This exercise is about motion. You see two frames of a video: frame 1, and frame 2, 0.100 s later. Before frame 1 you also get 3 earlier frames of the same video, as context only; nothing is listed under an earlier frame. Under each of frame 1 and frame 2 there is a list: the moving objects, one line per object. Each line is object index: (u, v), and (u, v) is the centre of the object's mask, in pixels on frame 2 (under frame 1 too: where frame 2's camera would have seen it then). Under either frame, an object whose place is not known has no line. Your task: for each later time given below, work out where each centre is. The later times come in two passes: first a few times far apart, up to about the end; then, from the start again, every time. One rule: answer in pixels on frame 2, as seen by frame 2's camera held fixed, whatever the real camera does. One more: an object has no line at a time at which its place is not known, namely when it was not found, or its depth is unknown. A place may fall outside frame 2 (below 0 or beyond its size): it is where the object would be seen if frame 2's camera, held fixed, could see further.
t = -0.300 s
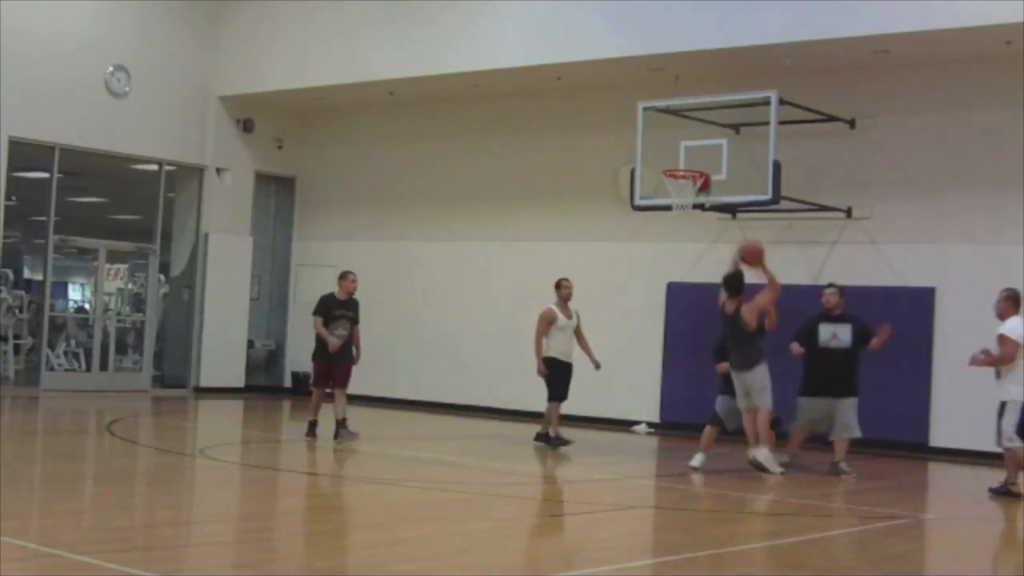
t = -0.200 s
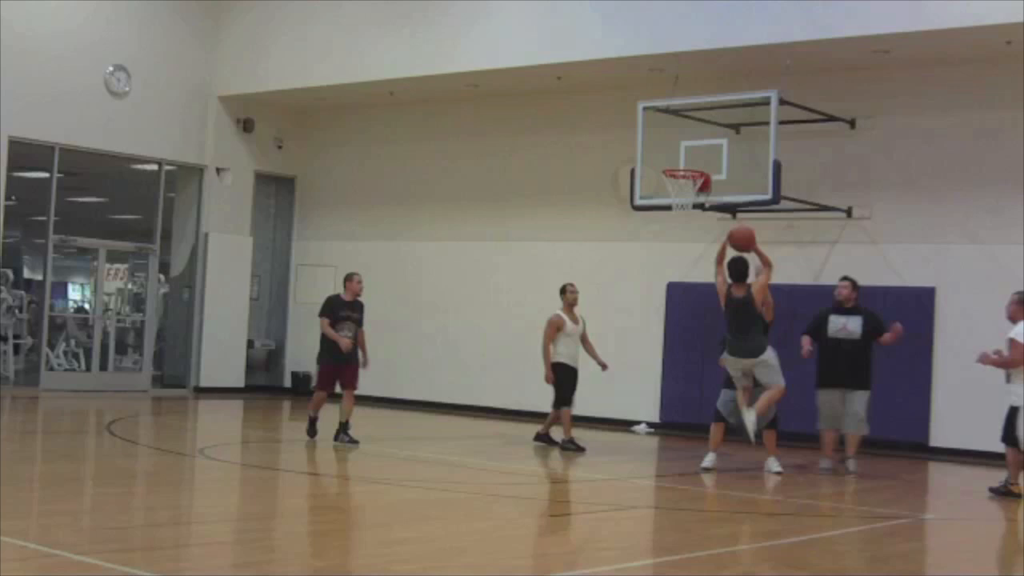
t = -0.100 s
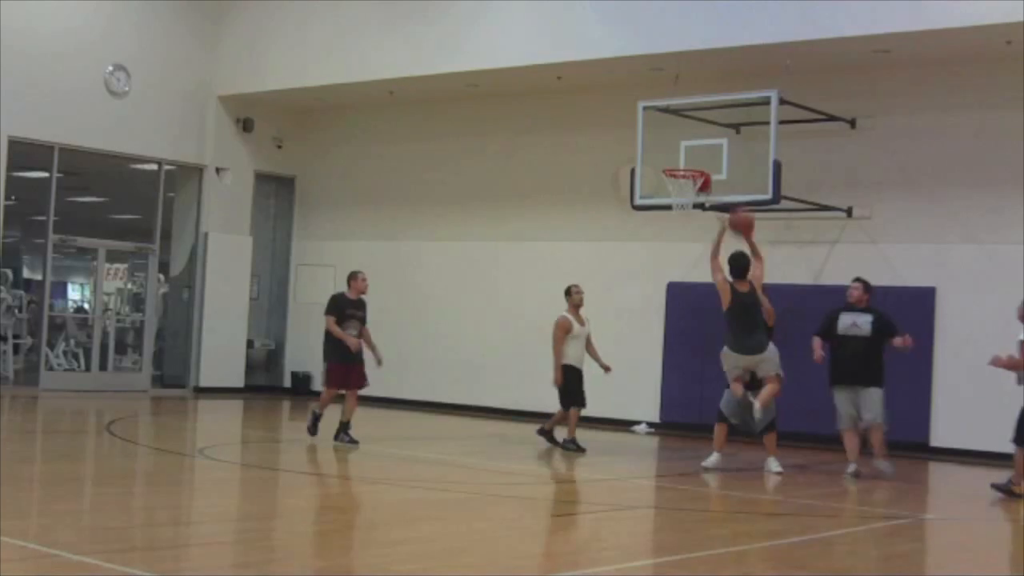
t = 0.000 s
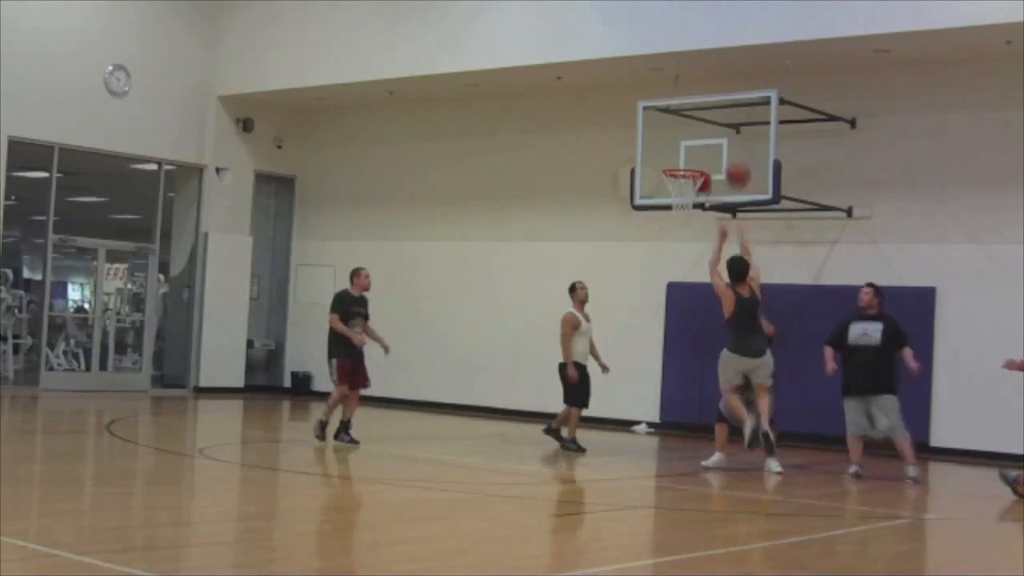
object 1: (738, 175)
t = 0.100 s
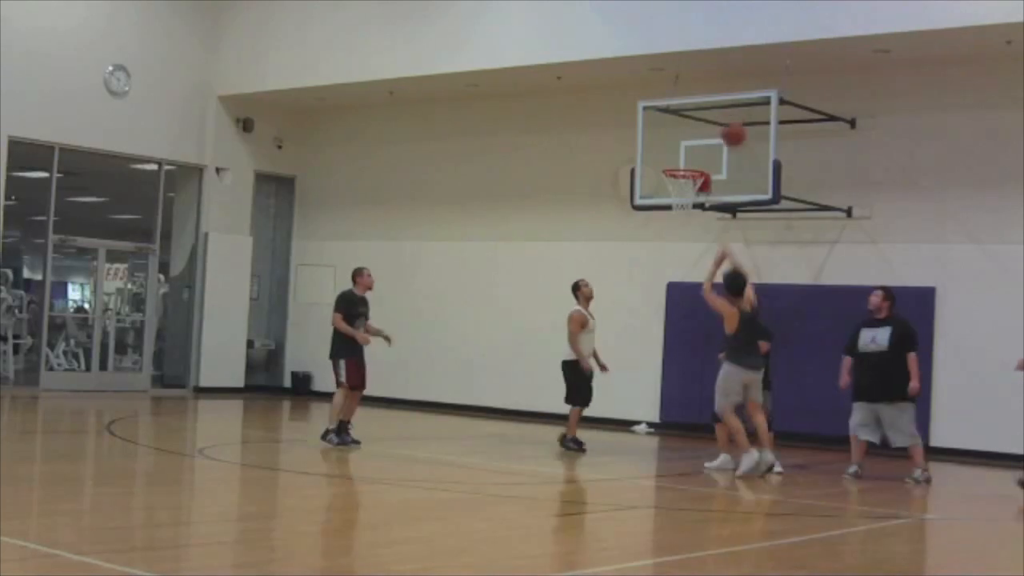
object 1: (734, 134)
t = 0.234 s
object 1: (728, 101)
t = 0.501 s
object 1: (714, 86)
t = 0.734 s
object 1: (701, 126)
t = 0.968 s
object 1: (708, 144)
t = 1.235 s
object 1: (738, 143)
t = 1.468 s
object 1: (761, 197)
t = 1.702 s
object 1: (783, 306)
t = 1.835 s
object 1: (795, 395)
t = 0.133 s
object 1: (732, 125)
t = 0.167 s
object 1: (731, 115)
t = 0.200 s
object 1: (729, 106)
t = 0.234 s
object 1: (728, 101)
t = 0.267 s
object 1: (726, 94)
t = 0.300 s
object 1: (725, 89)
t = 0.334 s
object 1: (723, 87)
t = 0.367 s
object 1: (721, 86)
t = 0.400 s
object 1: (720, 83)
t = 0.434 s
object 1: (718, 83)
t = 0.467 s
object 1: (716, 85)
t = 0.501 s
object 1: (714, 86)
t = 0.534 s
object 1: (713, 89)
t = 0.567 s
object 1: (711, 92)
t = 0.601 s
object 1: (709, 97)
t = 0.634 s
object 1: (707, 102)
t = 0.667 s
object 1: (706, 109)
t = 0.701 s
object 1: (703, 118)
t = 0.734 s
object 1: (701, 126)
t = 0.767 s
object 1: (700, 137)
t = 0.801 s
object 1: (697, 147)
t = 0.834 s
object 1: (695, 157)
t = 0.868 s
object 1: (696, 158)
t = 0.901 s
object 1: (700, 153)
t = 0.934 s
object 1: (704, 148)
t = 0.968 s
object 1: (708, 144)
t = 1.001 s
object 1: (712, 140)
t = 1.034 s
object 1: (716, 137)
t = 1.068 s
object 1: (719, 136)
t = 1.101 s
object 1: (724, 135)
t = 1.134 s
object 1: (727, 136)
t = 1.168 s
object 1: (731, 137)
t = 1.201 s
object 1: (733, 139)
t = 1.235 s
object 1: (738, 143)
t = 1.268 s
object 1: (741, 147)
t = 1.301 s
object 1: (745, 153)
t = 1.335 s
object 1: (748, 160)
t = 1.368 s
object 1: (751, 167)
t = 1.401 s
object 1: (755, 176)
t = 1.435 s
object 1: (758, 186)
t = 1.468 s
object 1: (761, 197)
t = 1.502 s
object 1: (764, 211)
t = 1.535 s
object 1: (768, 223)
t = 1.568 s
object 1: (770, 238)
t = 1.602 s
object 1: (774, 253)
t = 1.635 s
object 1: (777, 268)
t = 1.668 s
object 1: (780, 288)
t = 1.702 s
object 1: (783, 306)
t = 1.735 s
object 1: (786, 326)
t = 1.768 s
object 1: (790, 346)
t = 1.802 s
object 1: (792, 370)
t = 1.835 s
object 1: (795, 395)
